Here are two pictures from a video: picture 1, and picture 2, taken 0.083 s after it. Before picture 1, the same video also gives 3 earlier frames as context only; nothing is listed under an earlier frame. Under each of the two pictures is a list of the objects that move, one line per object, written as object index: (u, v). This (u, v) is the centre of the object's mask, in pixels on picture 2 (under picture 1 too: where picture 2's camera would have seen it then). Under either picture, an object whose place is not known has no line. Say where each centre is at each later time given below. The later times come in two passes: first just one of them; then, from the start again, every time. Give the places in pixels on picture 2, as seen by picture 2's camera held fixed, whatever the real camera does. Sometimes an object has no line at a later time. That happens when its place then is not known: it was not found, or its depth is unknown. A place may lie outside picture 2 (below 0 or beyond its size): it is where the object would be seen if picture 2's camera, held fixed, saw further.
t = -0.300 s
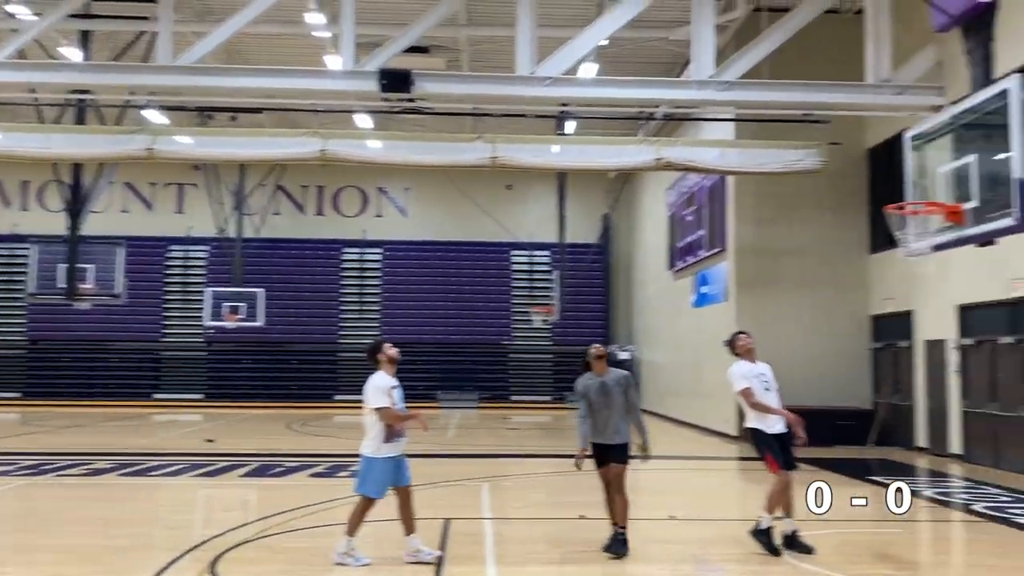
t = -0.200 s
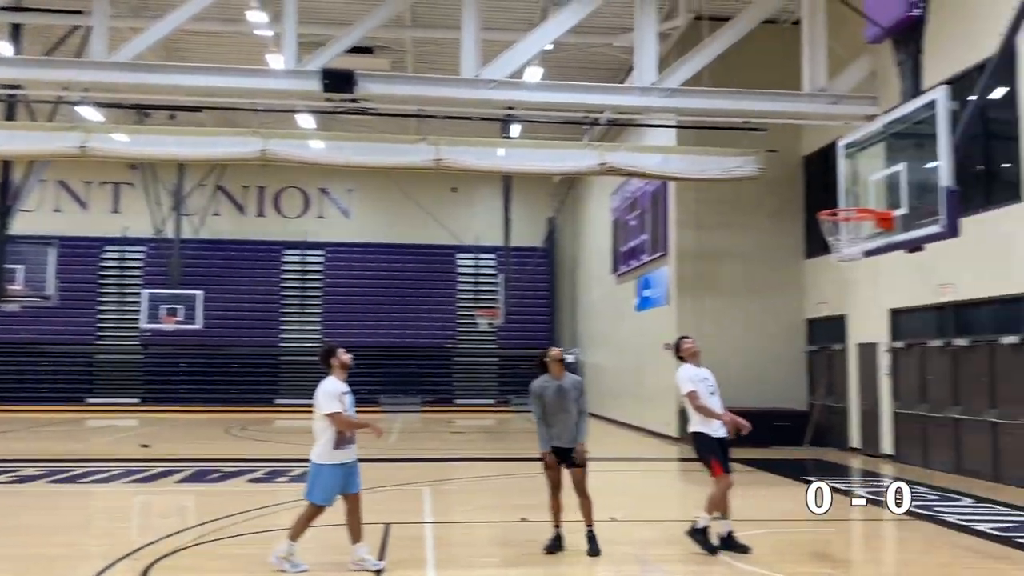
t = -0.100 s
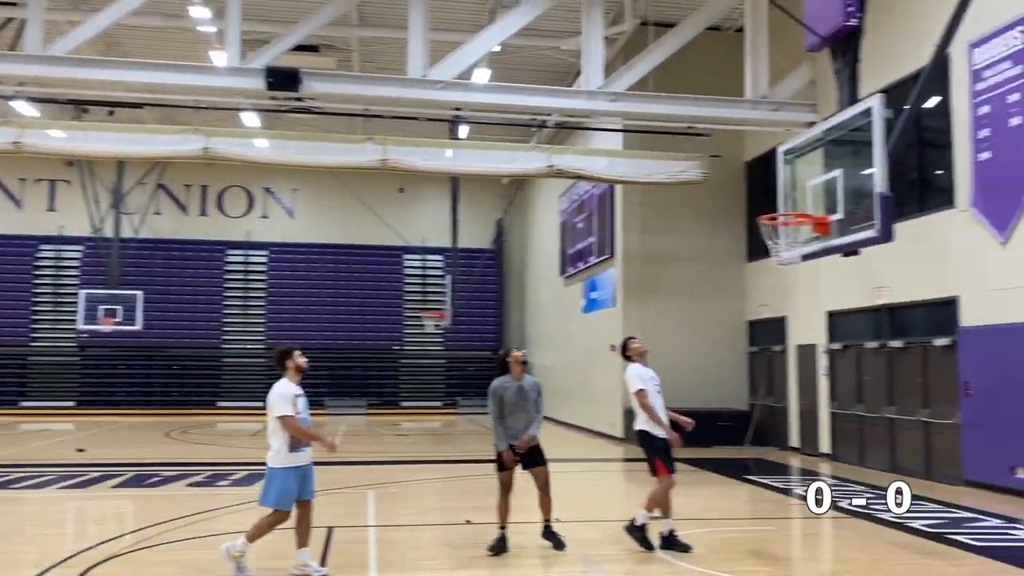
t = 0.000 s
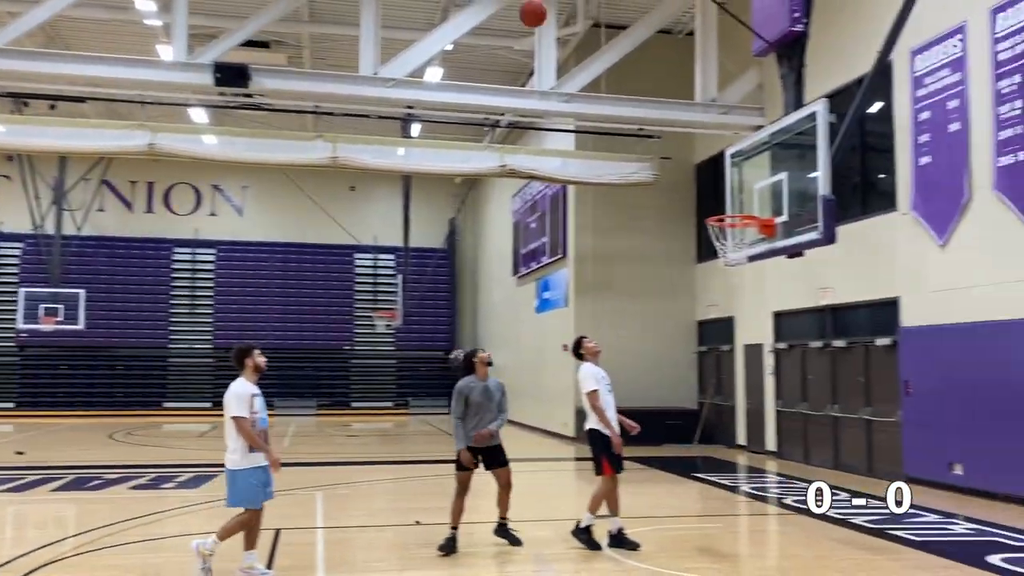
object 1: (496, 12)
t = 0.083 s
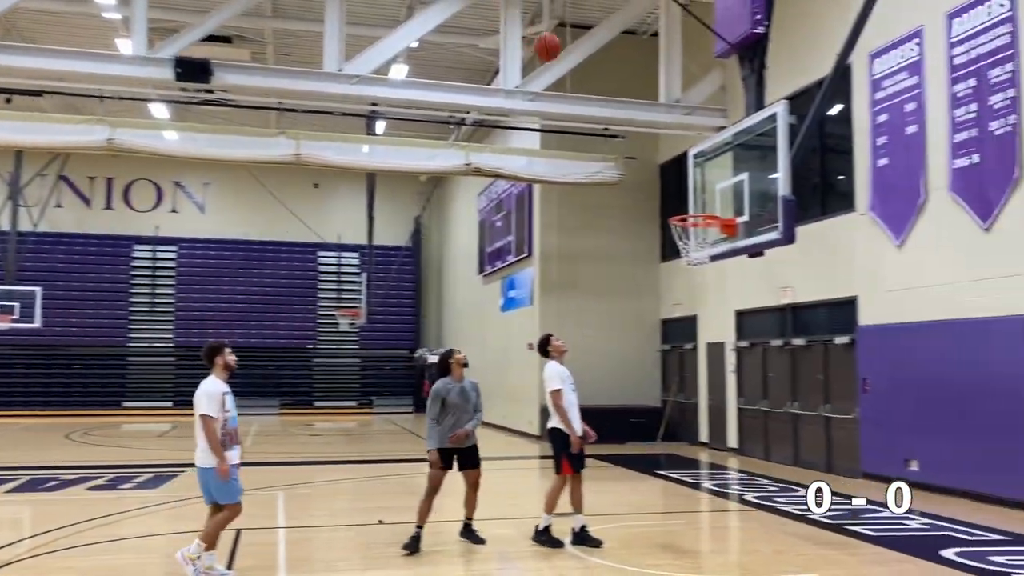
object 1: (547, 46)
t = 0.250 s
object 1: (638, 133)
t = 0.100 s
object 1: (557, 54)
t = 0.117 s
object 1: (566, 63)
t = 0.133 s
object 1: (576, 71)
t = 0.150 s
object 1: (585, 78)
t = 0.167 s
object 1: (594, 86)
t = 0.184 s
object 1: (603, 95)
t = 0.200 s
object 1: (612, 104)
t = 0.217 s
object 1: (621, 114)
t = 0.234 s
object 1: (630, 123)
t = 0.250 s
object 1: (638, 133)
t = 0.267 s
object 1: (647, 143)
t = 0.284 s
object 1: (655, 151)
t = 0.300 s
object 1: (664, 161)
